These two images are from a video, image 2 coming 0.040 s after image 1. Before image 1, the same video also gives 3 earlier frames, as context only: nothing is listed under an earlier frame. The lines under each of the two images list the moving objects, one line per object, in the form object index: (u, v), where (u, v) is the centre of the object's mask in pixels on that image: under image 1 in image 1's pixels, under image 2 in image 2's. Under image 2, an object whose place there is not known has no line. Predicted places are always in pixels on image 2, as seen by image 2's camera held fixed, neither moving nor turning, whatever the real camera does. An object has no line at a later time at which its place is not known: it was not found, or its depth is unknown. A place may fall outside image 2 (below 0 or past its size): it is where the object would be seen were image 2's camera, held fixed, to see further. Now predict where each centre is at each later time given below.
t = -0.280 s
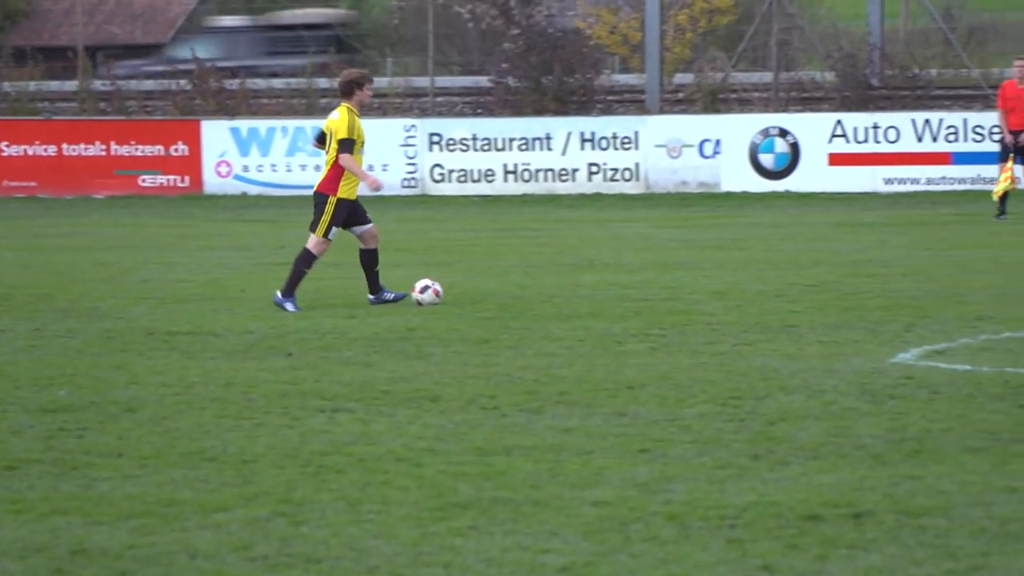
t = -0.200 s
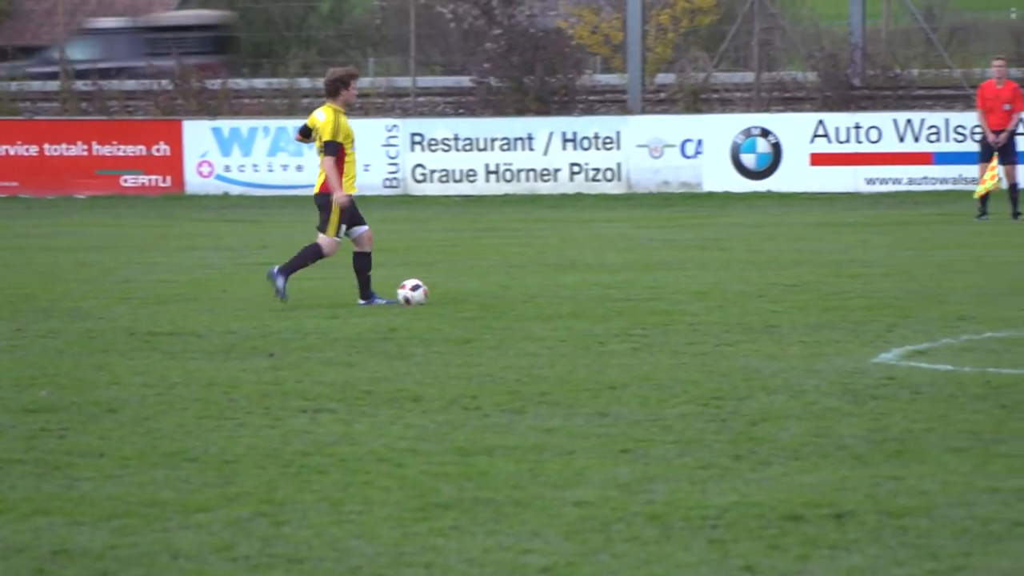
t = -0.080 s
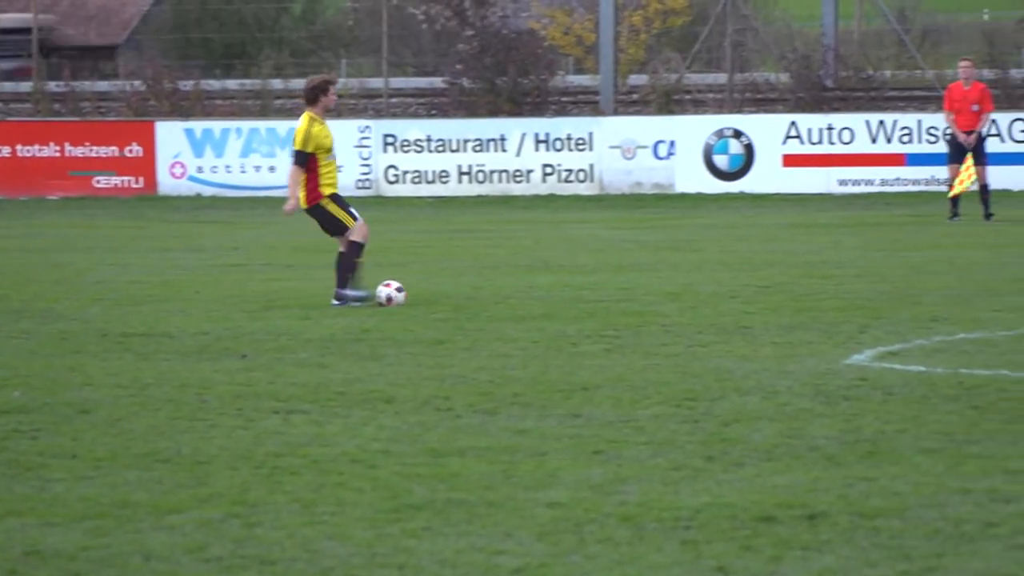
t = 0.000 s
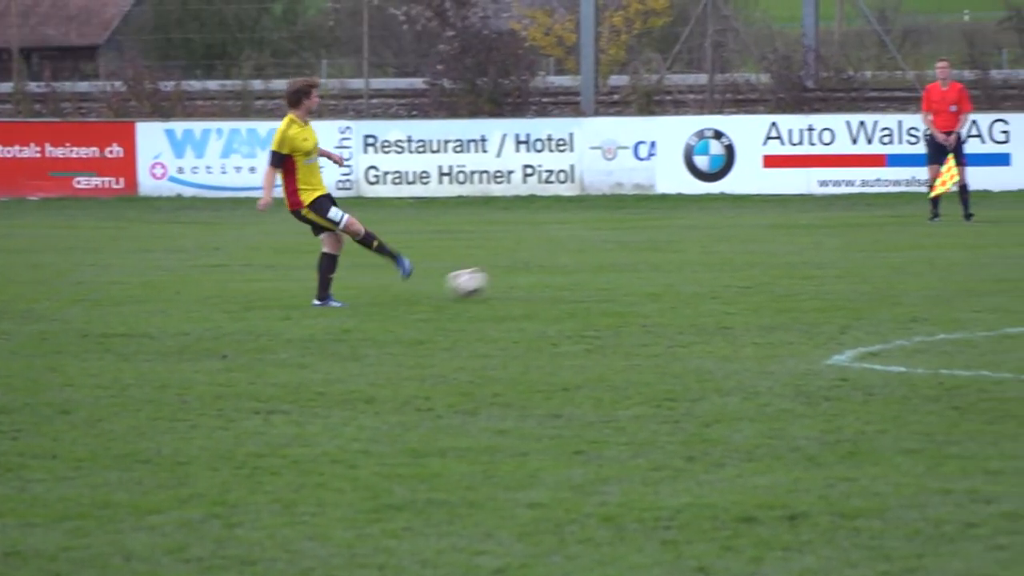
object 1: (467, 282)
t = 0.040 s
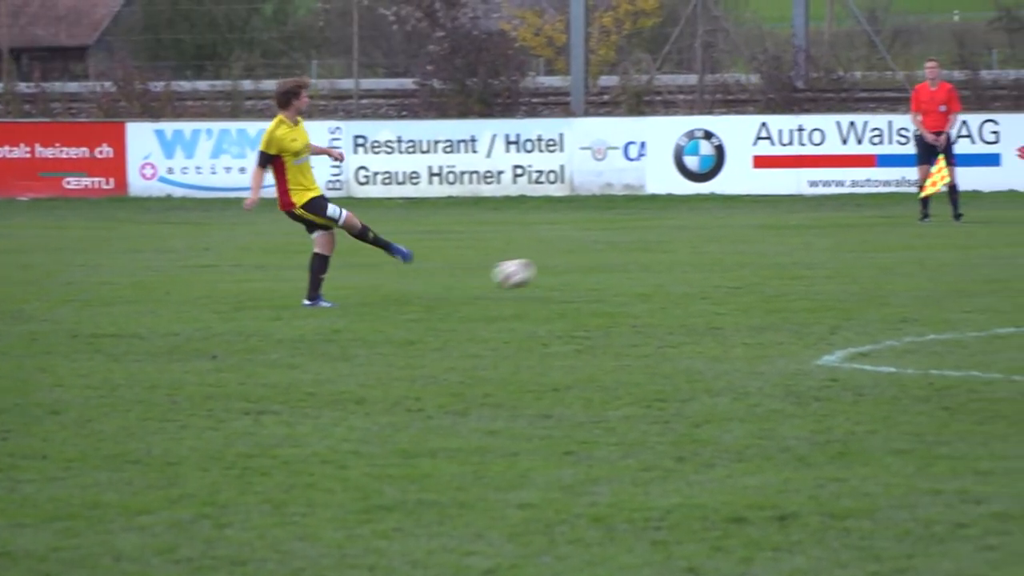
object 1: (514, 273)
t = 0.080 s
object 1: (566, 266)
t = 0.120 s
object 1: (617, 263)
